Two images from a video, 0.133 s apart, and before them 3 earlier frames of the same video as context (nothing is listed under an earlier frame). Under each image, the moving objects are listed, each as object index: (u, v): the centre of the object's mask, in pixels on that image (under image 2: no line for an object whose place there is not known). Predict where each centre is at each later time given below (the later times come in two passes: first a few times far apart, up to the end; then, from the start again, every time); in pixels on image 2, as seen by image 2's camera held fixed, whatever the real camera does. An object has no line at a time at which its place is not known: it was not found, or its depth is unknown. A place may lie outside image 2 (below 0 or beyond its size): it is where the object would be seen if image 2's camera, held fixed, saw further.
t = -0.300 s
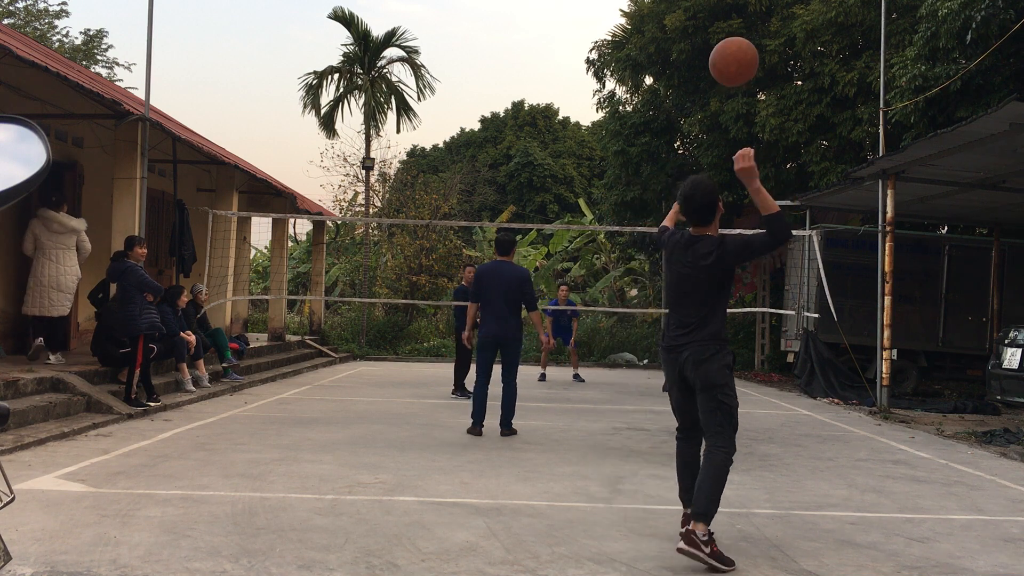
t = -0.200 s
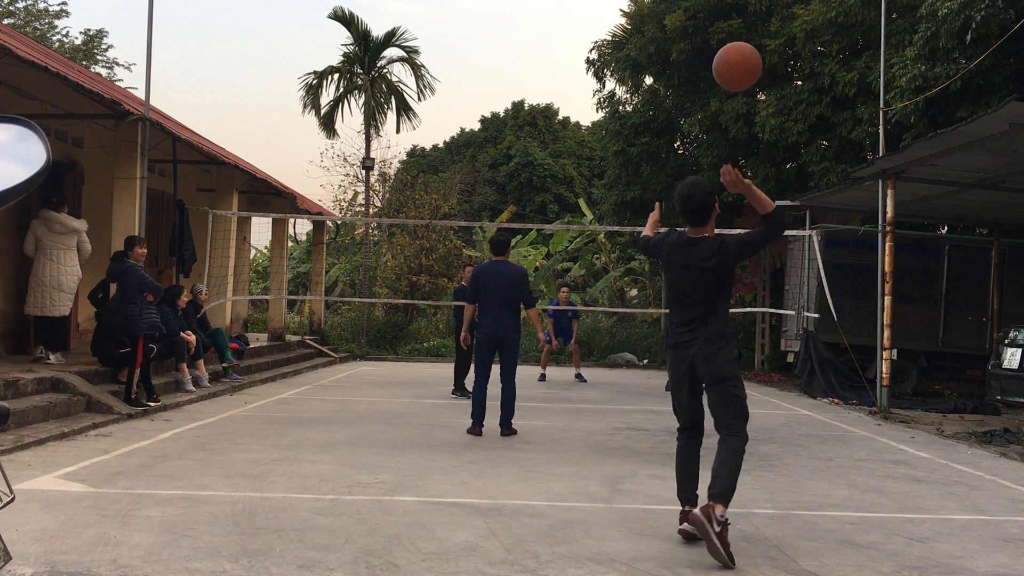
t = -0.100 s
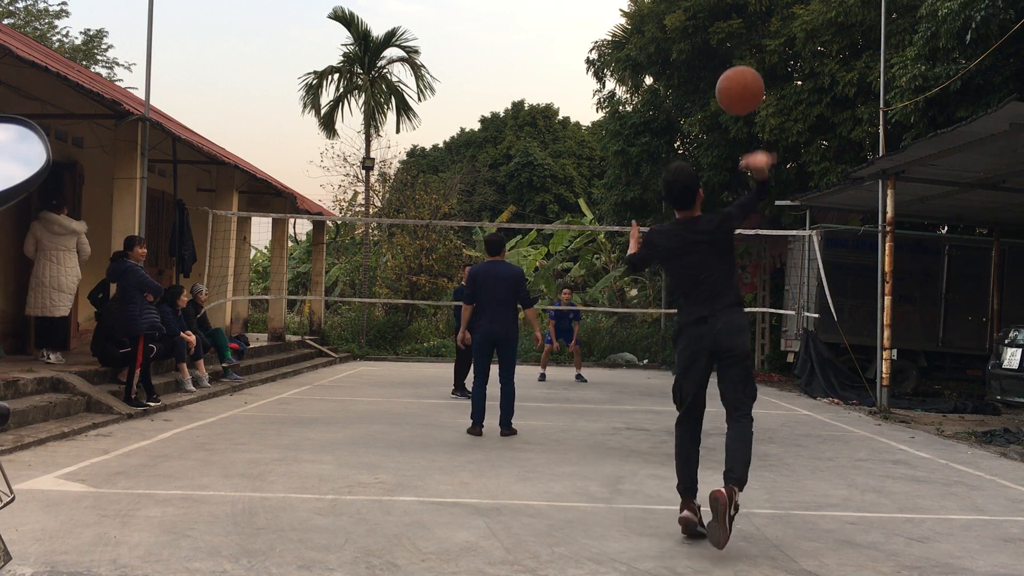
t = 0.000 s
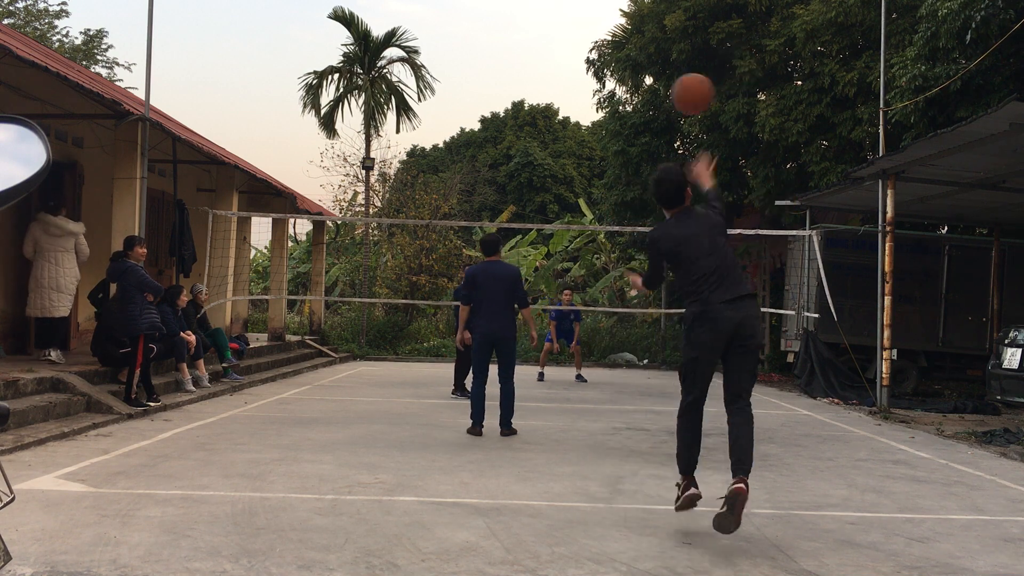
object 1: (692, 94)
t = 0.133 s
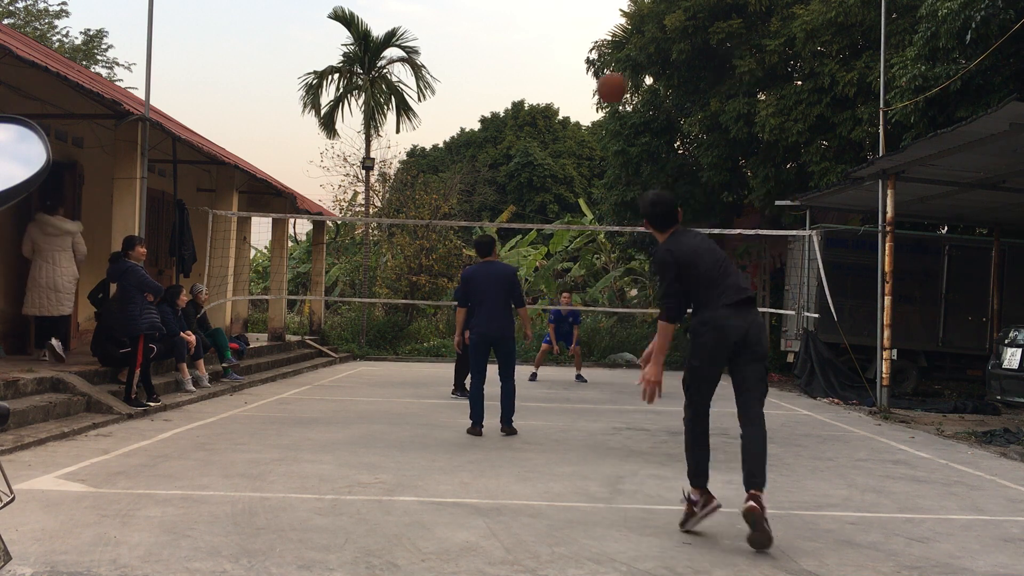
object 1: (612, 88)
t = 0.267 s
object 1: (566, 115)
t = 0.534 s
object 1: (520, 207)
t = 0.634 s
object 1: (510, 248)
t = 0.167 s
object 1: (598, 93)
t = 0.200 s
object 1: (585, 99)
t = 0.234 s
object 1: (575, 106)
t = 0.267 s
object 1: (566, 115)
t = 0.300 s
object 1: (558, 125)
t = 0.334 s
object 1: (551, 135)
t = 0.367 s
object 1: (544, 146)
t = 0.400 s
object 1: (538, 158)
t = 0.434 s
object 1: (533, 170)
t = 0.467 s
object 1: (528, 182)
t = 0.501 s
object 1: (524, 194)
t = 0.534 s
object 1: (520, 207)
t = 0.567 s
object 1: (517, 218)
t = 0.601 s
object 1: (513, 234)
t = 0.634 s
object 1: (510, 248)
